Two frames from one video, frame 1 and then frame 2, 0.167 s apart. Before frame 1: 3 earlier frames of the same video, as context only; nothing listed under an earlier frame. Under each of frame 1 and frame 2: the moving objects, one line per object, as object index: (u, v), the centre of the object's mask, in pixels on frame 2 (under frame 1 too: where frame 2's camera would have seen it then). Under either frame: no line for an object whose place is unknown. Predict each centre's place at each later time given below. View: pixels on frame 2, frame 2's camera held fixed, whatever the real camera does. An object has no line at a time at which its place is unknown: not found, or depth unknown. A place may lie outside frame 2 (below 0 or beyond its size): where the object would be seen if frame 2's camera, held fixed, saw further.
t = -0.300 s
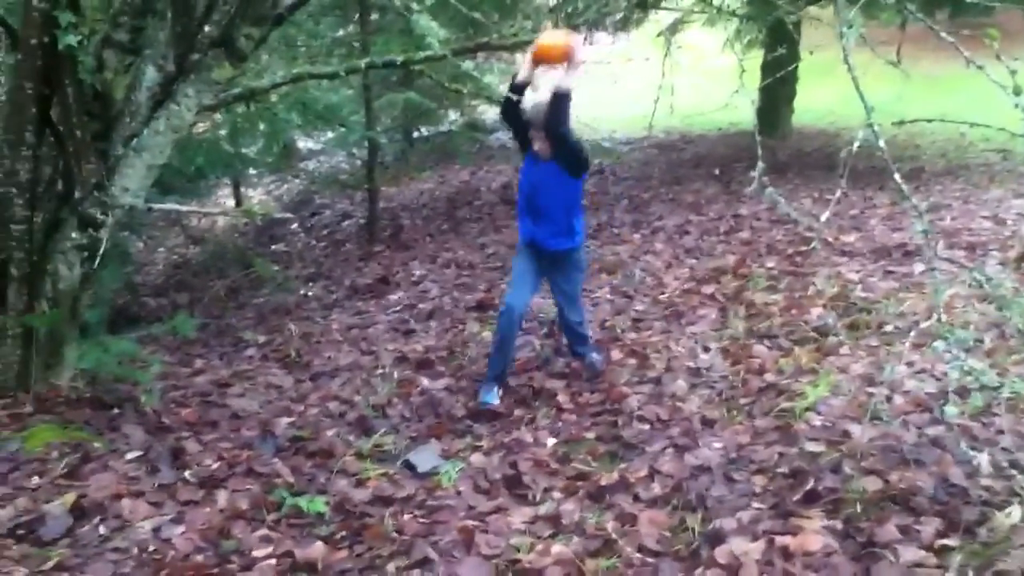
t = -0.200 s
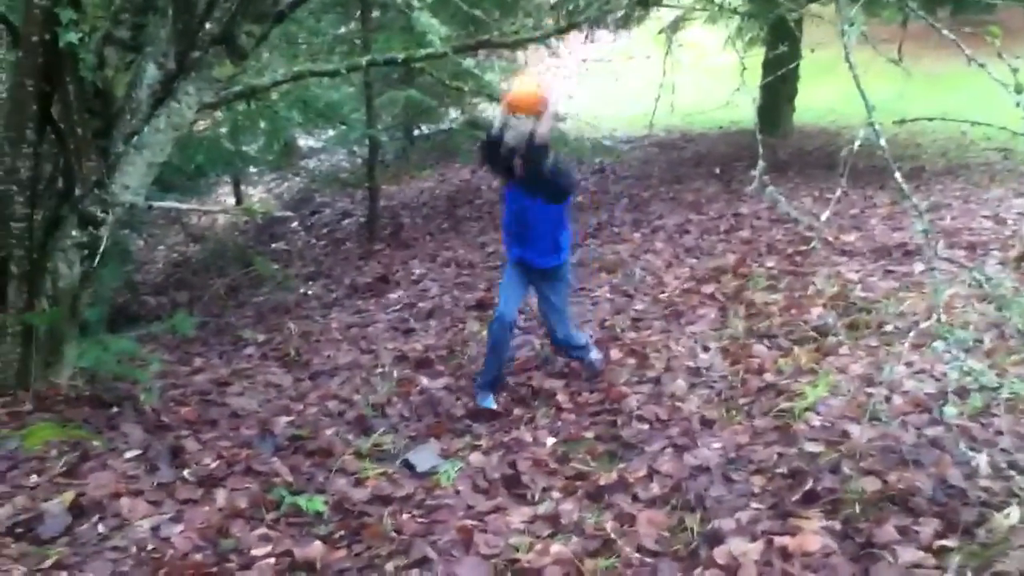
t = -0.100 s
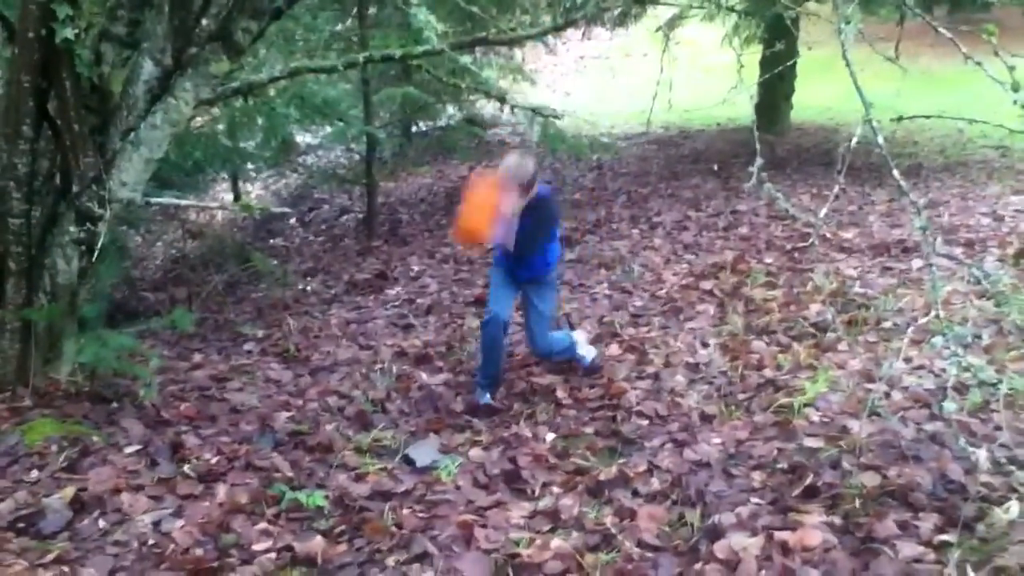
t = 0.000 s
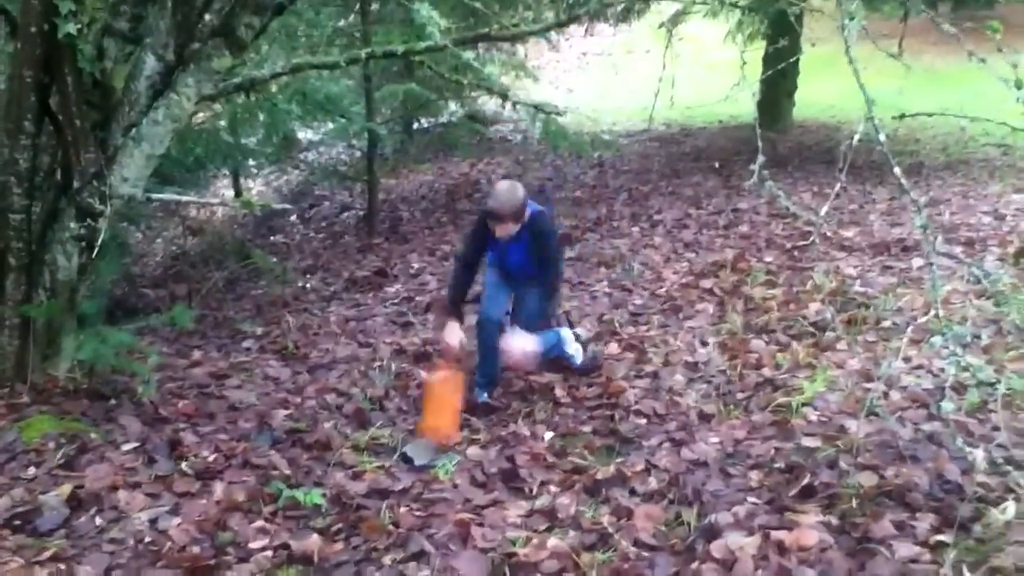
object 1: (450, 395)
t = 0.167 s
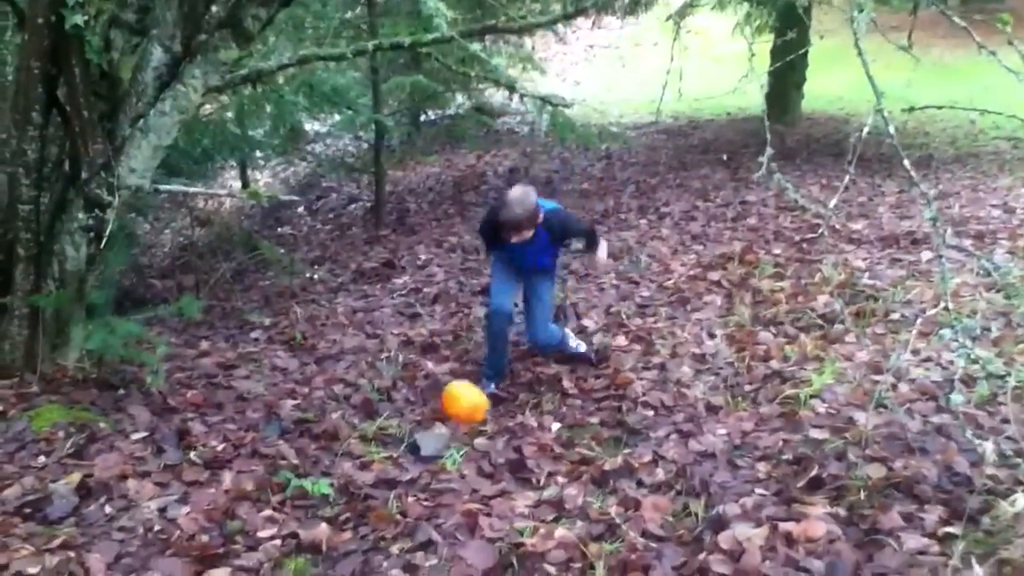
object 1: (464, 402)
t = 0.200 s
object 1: (469, 402)
